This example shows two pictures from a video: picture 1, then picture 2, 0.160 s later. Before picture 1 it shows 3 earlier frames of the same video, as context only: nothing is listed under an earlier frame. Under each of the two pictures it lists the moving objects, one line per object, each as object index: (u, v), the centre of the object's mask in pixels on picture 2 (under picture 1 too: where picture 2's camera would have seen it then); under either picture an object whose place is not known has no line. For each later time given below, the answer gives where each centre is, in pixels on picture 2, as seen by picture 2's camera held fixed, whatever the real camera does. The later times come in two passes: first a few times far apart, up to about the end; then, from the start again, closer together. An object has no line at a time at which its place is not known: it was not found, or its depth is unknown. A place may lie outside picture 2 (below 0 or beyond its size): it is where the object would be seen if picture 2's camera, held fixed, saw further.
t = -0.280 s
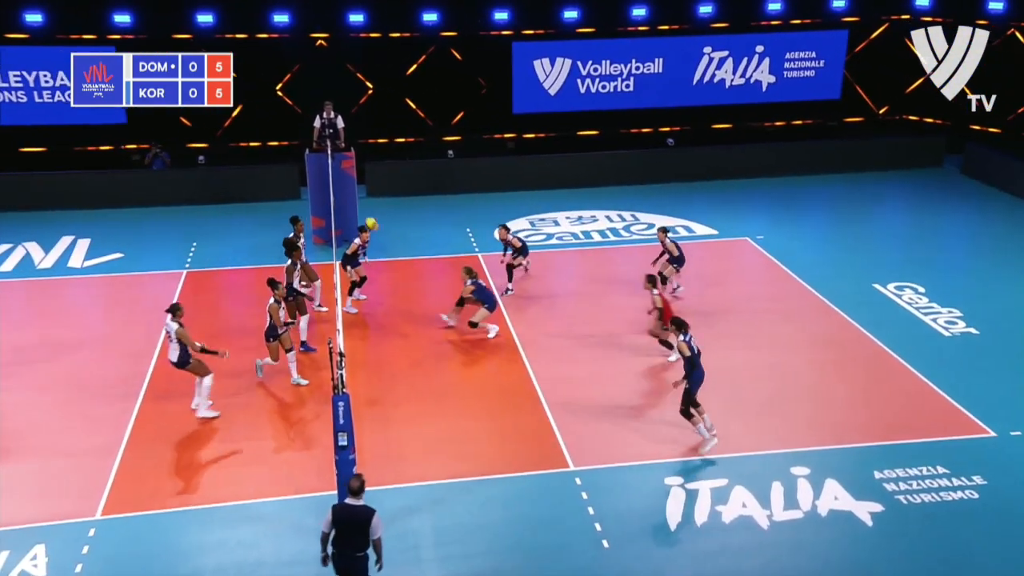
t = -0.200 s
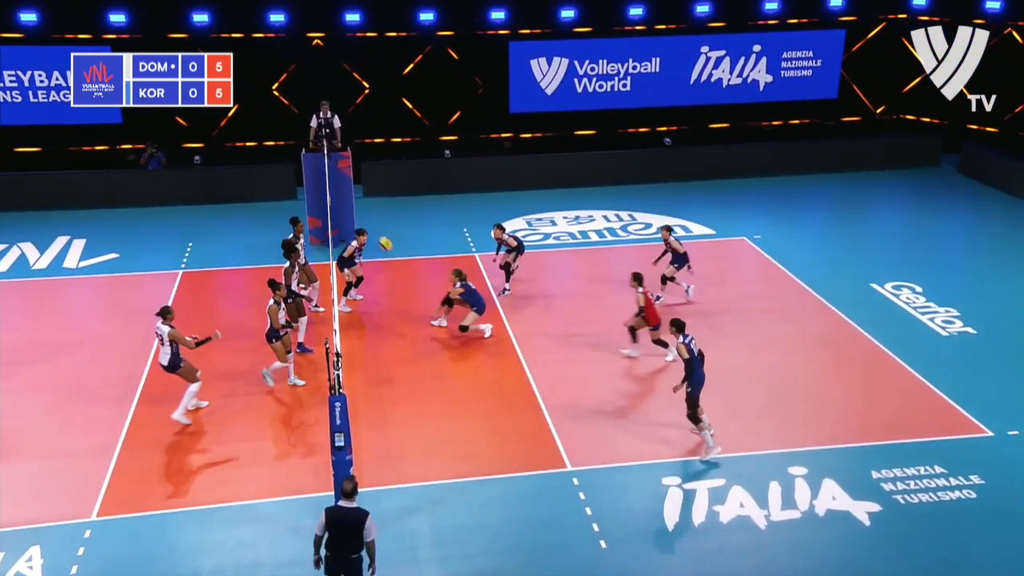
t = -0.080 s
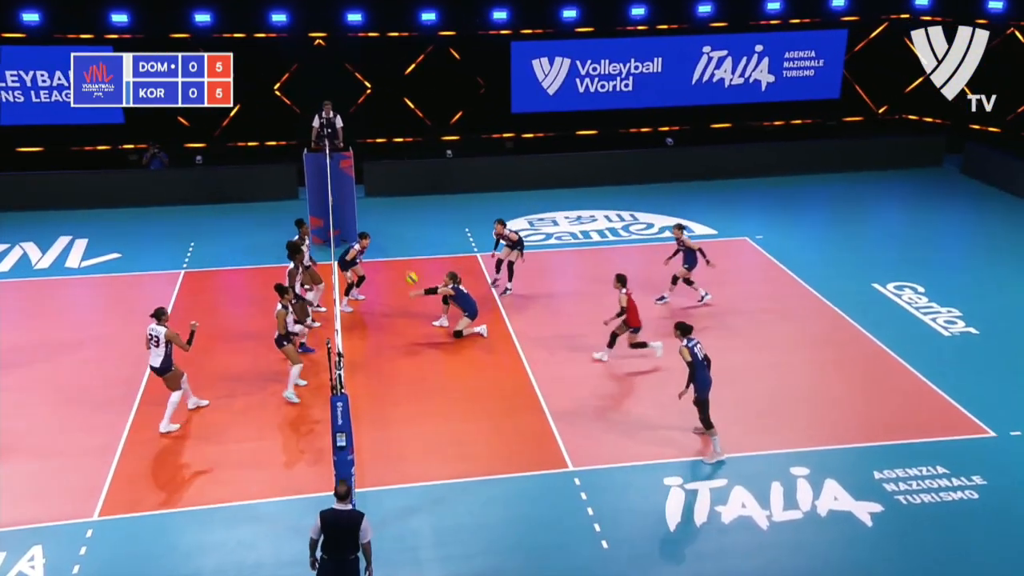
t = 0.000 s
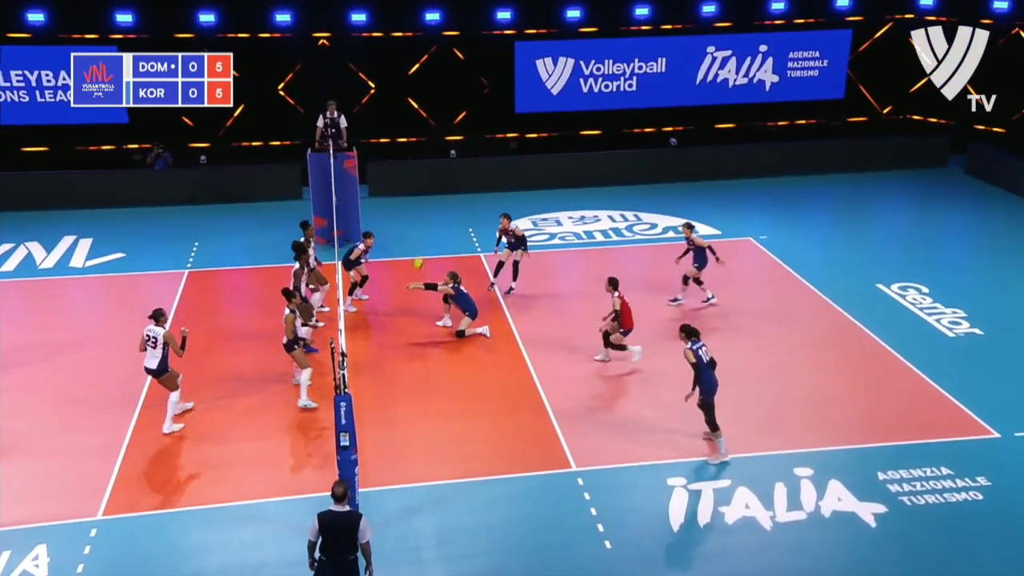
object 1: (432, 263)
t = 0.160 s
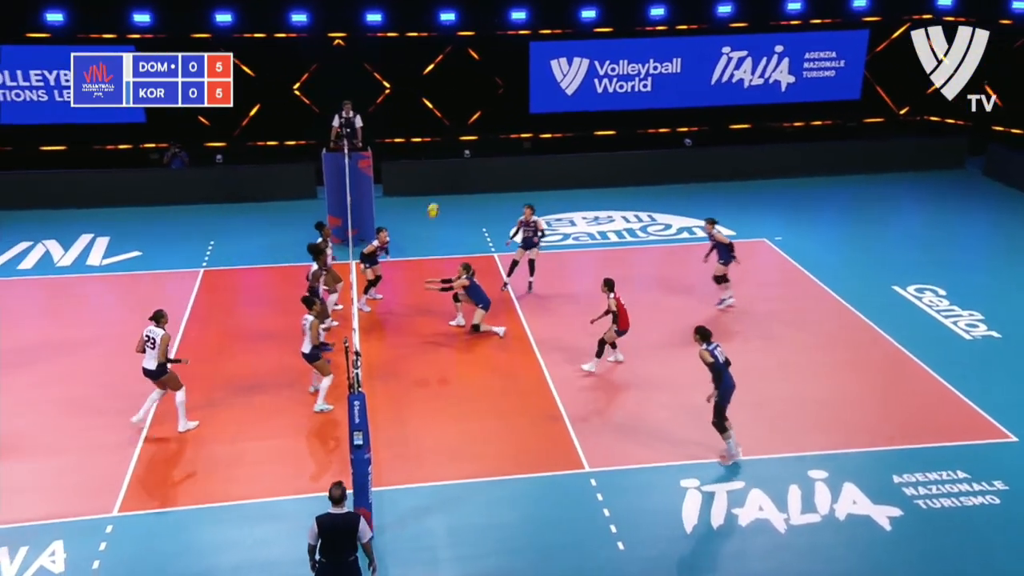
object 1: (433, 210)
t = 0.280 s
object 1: (433, 180)
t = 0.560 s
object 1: (434, 139)
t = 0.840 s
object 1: (437, 143)
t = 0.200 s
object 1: (433, 199)
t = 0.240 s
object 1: (433, 189)
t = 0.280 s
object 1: (433, 180)
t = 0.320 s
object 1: (433, 171)
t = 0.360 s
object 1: (433, 164)
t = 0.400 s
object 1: (433, 157)
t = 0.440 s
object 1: (434, 151)
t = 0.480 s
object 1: (433, 146)
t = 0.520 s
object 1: (434, 142)
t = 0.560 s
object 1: (434, 139)
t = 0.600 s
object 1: (434, 137)
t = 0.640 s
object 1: (435, 136)
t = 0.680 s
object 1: (435, 136)
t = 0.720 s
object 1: (436, 136)
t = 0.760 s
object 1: (436, 138)
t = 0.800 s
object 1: (437, 140)
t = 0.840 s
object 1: (437, 143)
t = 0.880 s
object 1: (438, 147)
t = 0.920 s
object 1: (439, 152)
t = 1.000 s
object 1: (440, 165)
